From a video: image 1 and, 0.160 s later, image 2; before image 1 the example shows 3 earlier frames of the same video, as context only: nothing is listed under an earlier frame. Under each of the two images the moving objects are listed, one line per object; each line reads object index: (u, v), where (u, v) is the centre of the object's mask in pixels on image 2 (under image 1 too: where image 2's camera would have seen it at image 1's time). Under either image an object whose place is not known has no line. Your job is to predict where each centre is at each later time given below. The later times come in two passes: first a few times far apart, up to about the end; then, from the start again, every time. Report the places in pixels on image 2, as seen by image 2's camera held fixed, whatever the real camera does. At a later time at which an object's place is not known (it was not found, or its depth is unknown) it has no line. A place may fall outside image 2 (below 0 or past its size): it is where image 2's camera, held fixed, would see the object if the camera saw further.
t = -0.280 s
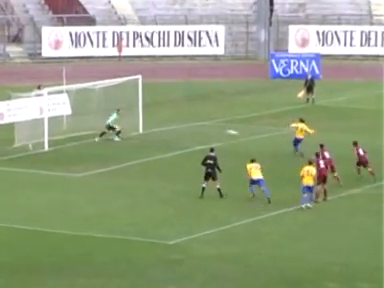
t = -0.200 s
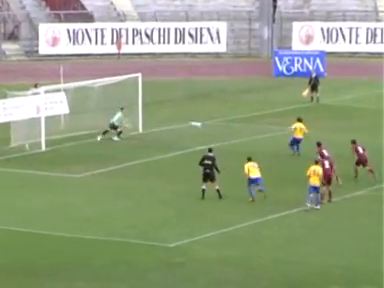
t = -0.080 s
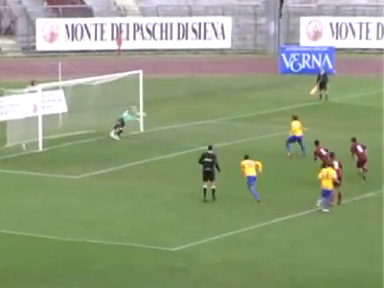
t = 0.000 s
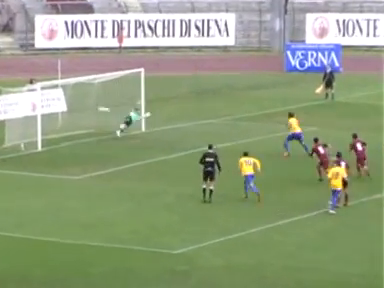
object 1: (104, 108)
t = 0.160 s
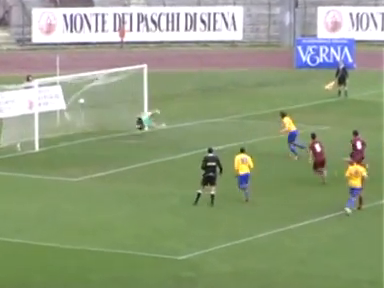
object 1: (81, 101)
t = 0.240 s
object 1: (82, 100)
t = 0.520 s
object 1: (87, 112)
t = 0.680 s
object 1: (89, 128)
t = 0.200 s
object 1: (82, 100)
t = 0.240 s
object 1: (82, 100)
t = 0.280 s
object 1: (83, 101)
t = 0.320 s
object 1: (84, 102)
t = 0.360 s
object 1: (84, 103)
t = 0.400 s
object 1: (85, 104)
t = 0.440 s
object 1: (86, 107)
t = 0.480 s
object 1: (87, 109)
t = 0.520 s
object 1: (87, 112)
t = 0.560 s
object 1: (87, 115)
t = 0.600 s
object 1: (88, 120)
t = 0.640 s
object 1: (89, 124)
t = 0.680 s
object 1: (89, 128)
